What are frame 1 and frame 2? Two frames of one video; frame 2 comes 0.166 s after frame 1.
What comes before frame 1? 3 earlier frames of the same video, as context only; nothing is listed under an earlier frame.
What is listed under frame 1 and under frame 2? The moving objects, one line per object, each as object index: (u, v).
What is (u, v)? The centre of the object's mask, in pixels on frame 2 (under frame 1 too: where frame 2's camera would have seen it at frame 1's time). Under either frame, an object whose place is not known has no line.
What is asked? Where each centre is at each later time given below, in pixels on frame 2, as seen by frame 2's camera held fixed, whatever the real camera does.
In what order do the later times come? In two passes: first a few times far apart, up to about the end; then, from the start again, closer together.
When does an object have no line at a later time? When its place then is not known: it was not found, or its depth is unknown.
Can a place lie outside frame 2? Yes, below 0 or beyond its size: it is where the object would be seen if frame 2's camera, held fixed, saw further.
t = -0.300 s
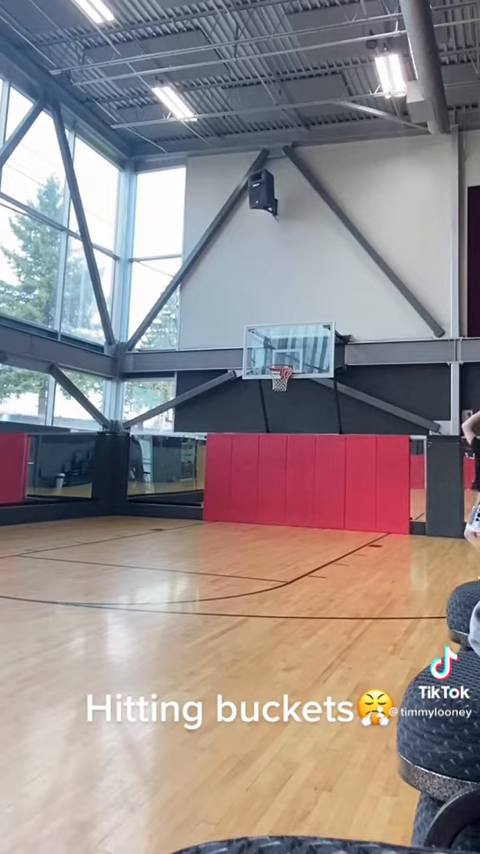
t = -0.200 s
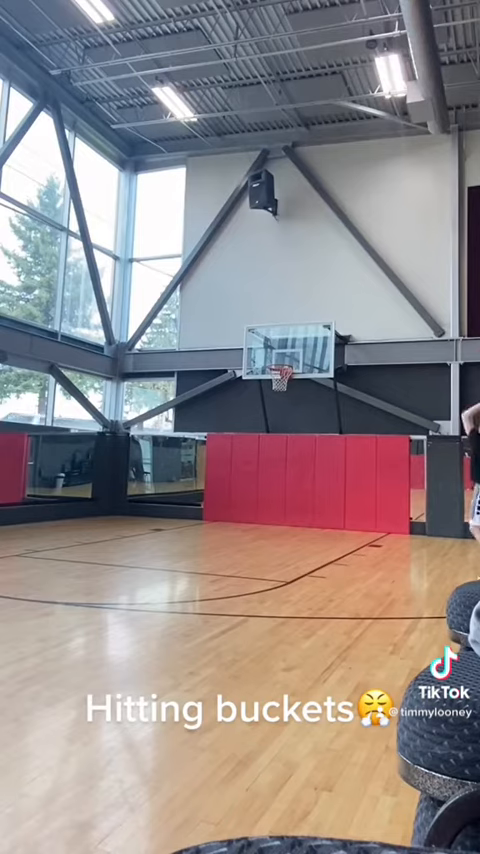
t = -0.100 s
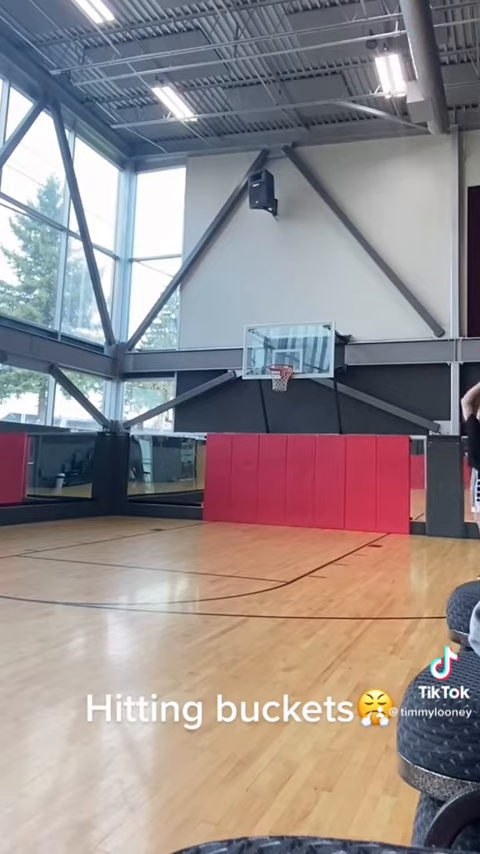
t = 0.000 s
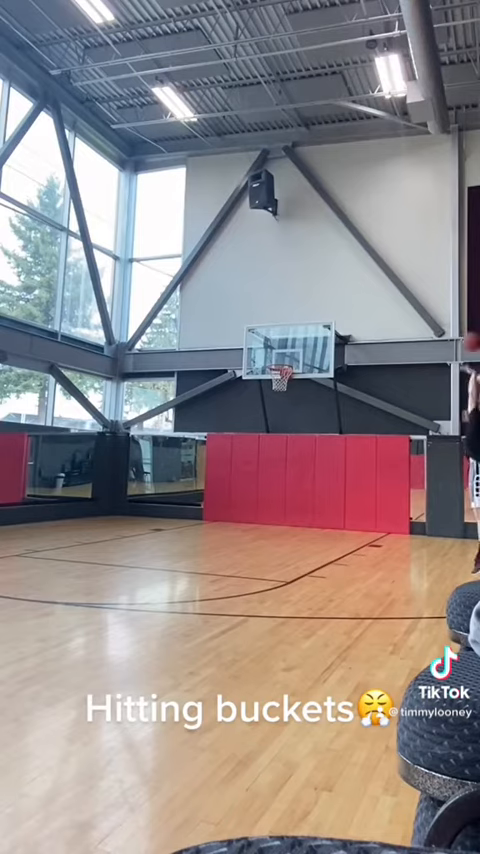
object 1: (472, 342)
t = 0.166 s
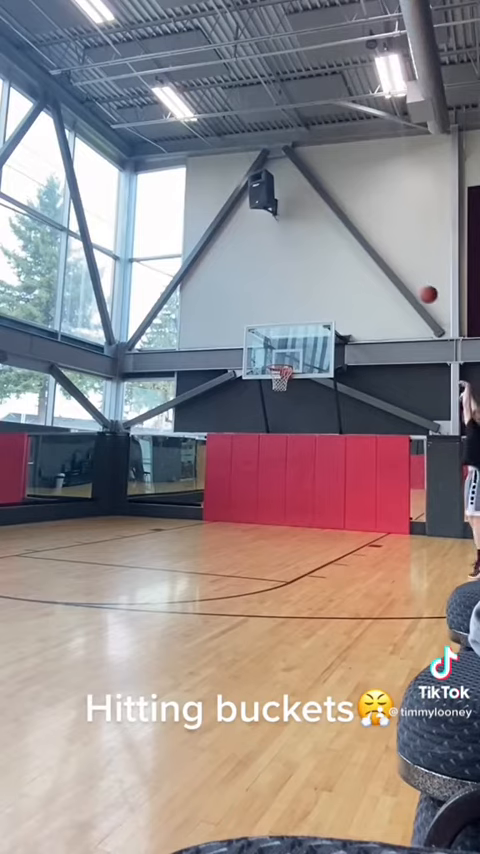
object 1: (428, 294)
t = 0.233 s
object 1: (414, 282)
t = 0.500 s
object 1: (361, 271)
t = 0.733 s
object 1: (324, 294)
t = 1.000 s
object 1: (290, 350)
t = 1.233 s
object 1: (288, 374)
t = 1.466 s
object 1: (285, 378)
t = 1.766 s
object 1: (272, 438)
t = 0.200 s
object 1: (421, 288)
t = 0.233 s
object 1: (414, 282)
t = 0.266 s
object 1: (406, 278)
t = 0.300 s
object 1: (398, 274)
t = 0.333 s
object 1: (392, 272)
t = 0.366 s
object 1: (385, 271)
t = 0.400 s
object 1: (379, 270)
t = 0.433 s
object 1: (373, 270)
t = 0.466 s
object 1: (367, 270)
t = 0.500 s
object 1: (361, 271)
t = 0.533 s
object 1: (355, 272)
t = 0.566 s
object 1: (350, 275)
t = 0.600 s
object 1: (344, 277)
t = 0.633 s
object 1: (339, 281)
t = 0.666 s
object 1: (334, 285)
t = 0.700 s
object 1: (329, 289)
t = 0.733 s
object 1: (324, 294)
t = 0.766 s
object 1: (320, 300)
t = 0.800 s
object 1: (315, 306)
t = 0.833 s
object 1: (310, 312)
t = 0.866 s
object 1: (306, 319)
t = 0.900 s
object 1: (302, 326)
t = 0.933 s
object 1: (298, 334)
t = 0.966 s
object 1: (293, 342)
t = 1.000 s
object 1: (290, 350)
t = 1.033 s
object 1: (286, 360)
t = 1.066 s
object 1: (281, 365)
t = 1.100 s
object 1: (275, 368)
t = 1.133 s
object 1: (276, 369)
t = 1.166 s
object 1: (274, 370)
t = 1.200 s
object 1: (286, 373)
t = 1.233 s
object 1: (288, 374)
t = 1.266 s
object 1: (287, 375)
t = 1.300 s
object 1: (289, 375)
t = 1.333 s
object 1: (288, 376)
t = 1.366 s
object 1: (288, 375)
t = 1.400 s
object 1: (287, 376)
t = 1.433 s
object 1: (286, 377)
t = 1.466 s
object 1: (285, 378)
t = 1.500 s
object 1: (284, 379)
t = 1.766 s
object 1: (272, 438)
